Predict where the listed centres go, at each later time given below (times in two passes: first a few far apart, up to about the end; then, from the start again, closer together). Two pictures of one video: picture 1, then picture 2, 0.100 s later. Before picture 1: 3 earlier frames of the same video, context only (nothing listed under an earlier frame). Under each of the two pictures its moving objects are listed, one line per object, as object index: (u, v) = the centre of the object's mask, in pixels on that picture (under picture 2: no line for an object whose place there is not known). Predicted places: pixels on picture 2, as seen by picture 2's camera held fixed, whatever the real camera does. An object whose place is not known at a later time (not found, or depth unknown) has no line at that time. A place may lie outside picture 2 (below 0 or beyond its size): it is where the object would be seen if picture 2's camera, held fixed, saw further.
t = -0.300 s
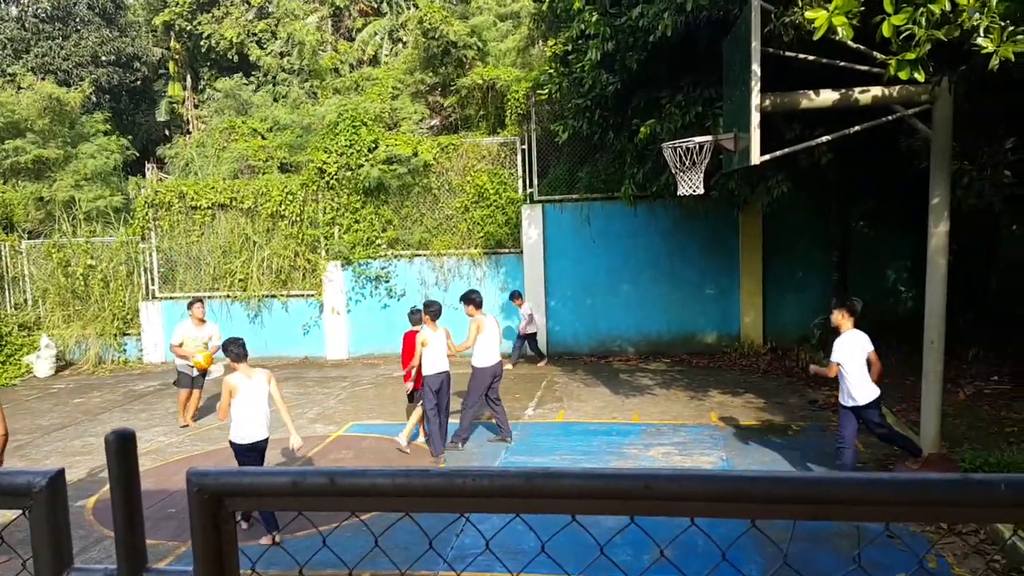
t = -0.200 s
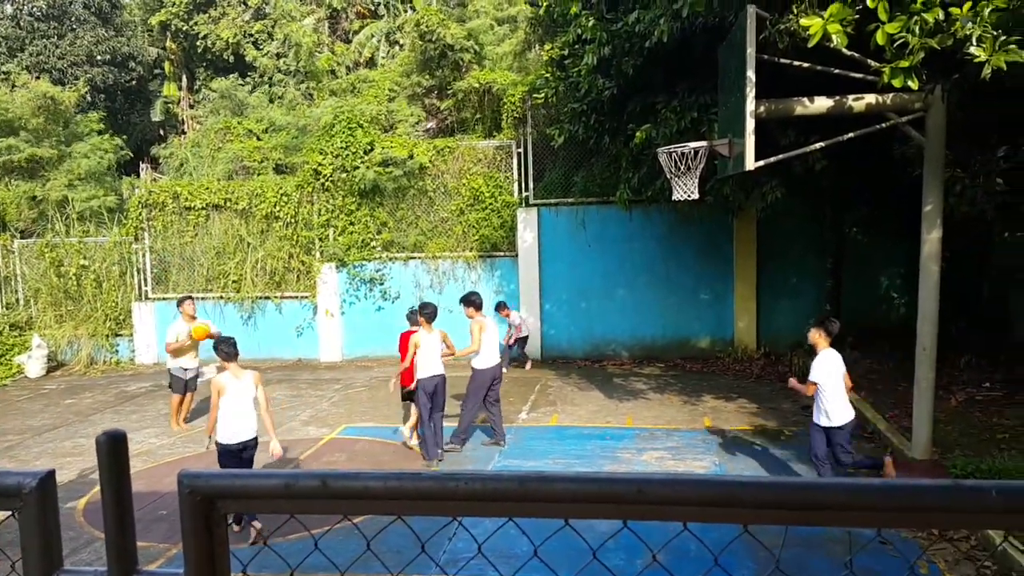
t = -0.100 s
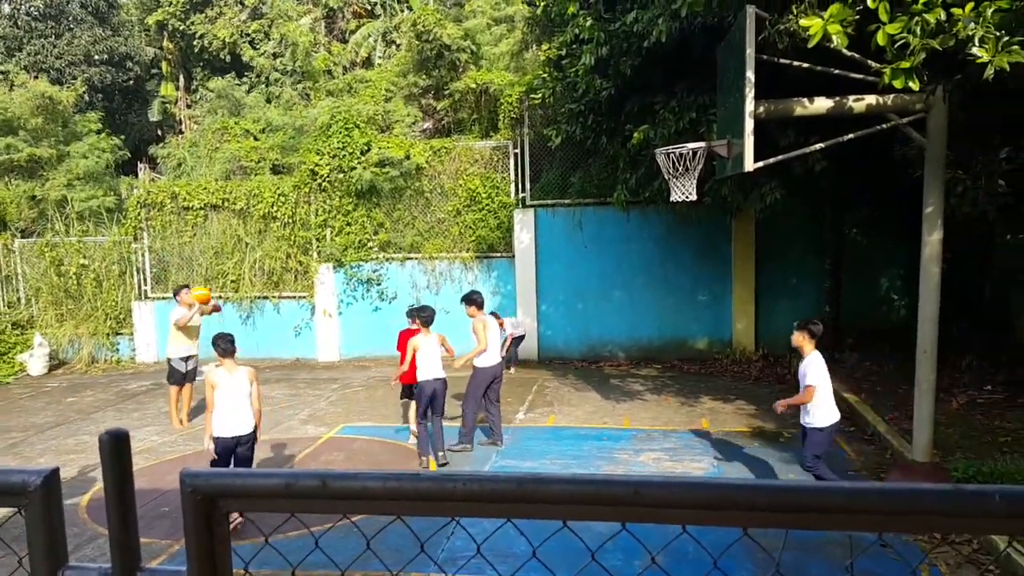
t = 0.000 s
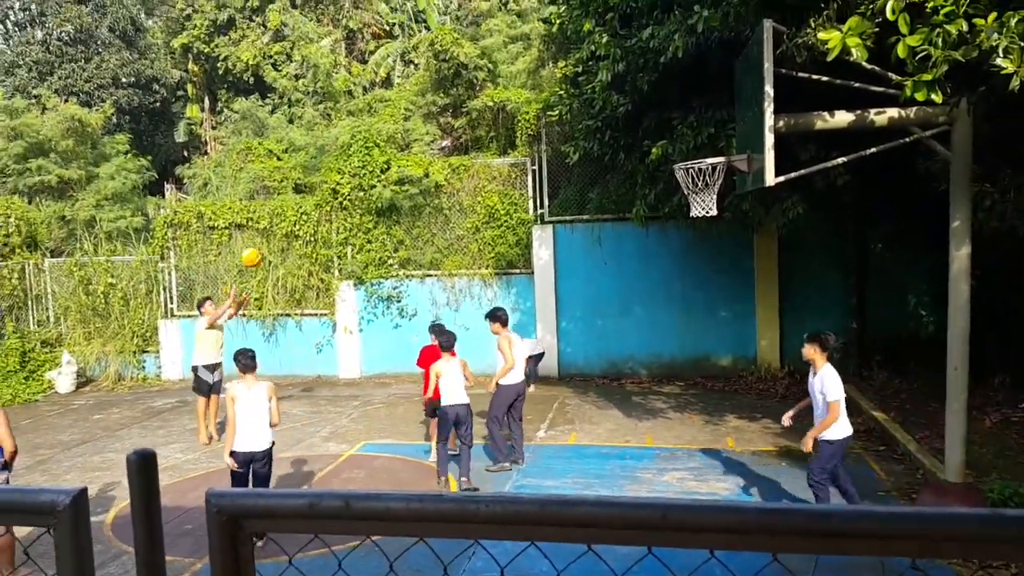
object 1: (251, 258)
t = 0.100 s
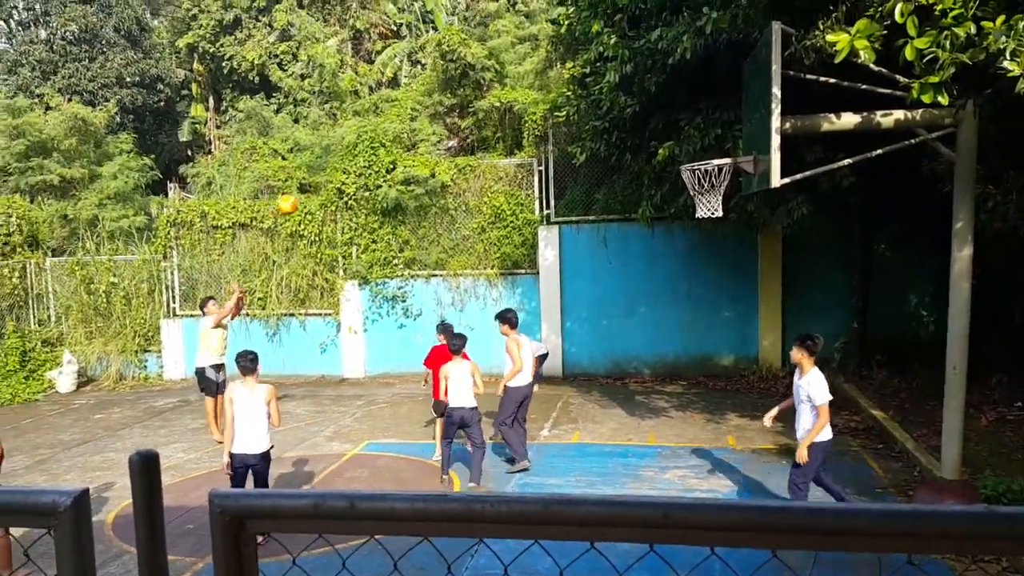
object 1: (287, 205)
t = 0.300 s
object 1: (358, 115)
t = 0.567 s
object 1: (462, 39)
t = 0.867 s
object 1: (602, 34)
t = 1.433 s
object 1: (600, 225)
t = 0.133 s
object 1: (300, 188)
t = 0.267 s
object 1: (347, 127)
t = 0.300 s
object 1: (358, 115)
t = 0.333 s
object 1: (369, 103)
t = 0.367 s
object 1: (381, 91)
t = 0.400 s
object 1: (394, 80)
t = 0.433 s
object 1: (407, 70)
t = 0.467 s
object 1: (421, 63)
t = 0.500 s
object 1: (435, 54)
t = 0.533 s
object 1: (449, 47)
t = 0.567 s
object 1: (462, 39)
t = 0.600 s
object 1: (476, 35)
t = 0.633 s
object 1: (491, 30)
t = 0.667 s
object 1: (507, 27)
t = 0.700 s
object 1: (522, 27)
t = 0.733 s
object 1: (538, 26)
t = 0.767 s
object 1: (555, 25)
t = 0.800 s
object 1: (569, 27)
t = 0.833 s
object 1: (586, 30)
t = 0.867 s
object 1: (602, 34)
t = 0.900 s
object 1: (619, 38)
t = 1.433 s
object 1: (600, 225)
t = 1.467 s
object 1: (585, 242)
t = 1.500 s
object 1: (570, 260)
